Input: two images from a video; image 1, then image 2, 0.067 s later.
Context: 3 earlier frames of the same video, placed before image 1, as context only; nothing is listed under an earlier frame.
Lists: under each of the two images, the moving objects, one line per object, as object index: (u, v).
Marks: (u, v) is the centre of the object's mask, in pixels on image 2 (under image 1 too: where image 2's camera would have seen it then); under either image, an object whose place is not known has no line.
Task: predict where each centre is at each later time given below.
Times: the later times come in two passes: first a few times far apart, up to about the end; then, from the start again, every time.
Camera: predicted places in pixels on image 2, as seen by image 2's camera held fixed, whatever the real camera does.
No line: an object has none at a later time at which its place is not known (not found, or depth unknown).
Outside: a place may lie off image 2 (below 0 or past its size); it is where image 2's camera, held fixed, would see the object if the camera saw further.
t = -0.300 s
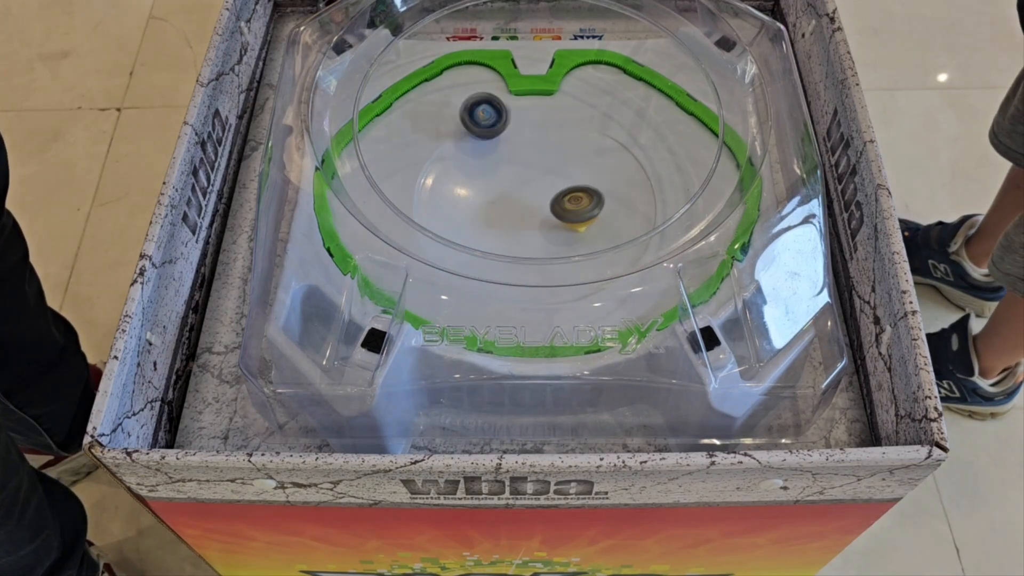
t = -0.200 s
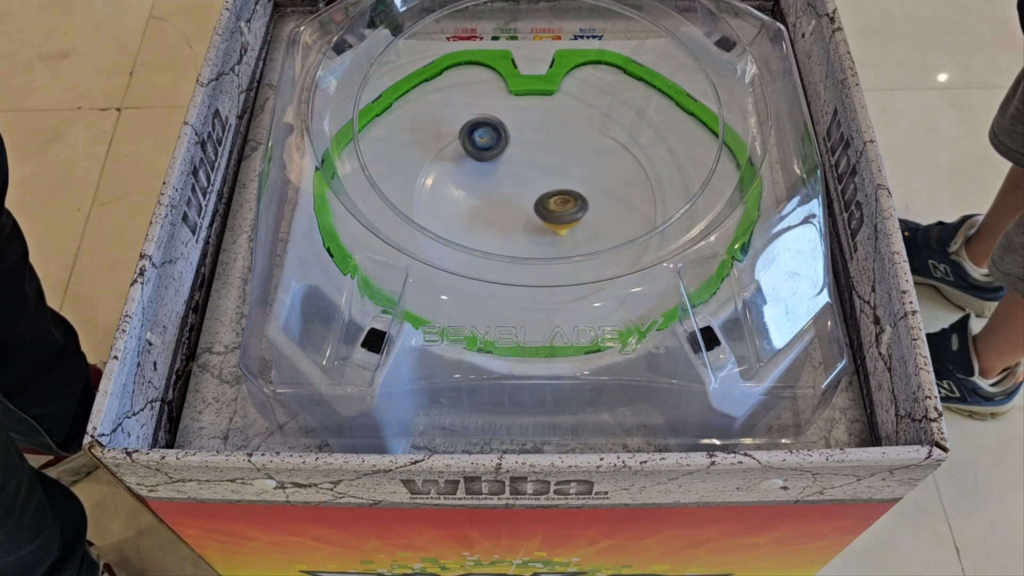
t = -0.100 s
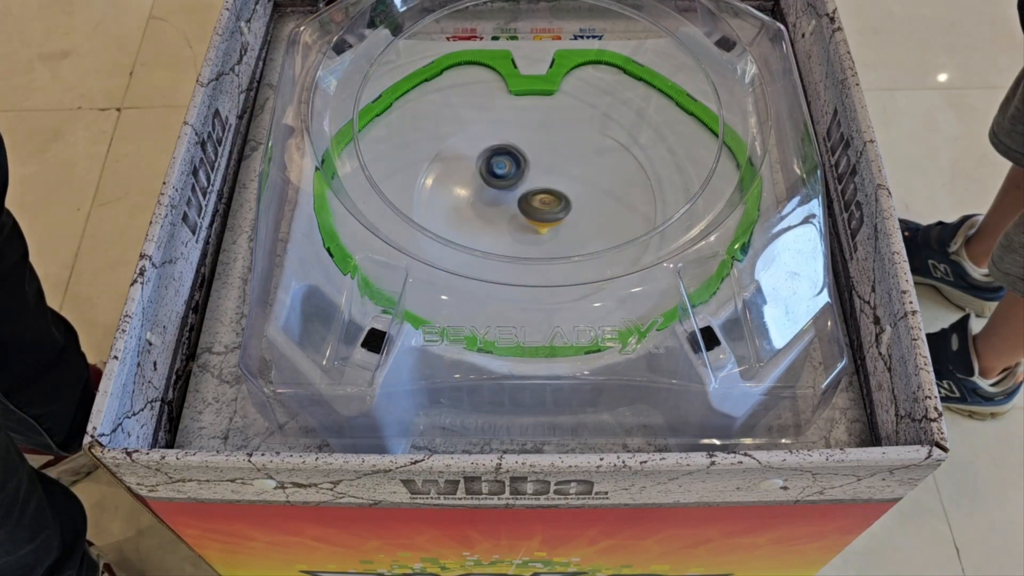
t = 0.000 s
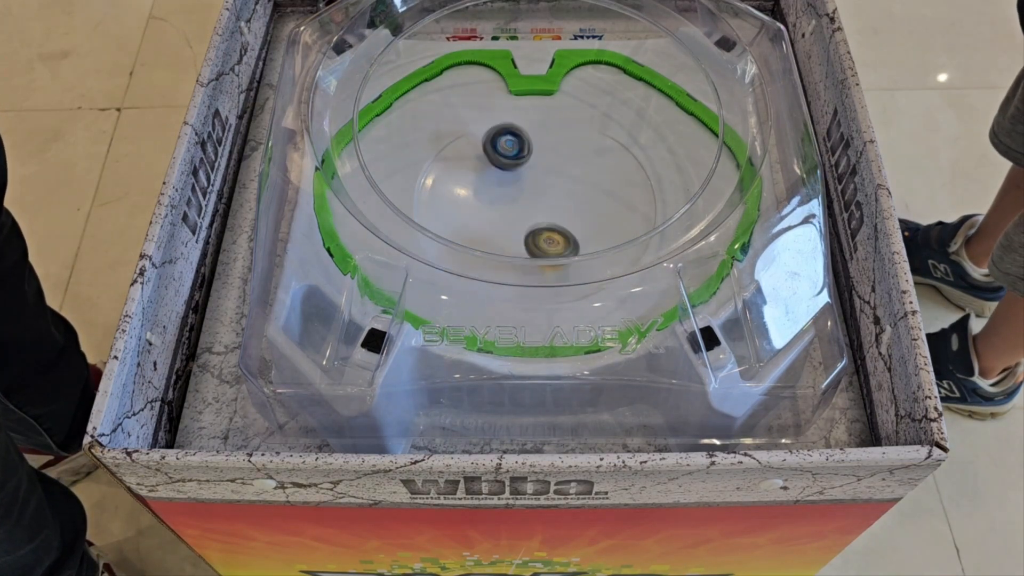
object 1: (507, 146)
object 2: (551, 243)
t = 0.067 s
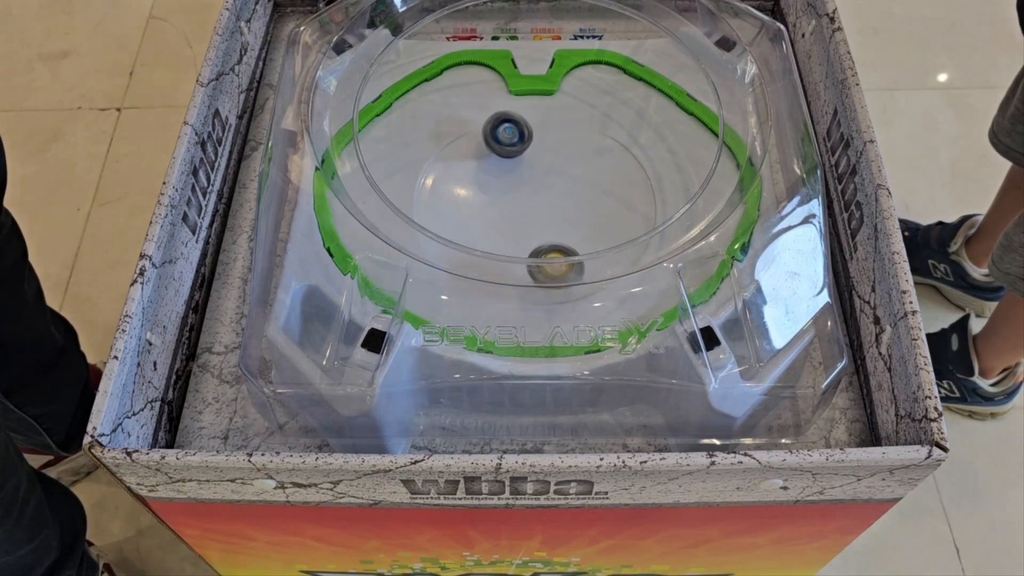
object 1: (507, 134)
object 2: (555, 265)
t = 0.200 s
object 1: (508, 127)
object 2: (555, 267)
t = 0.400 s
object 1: (532, 156)
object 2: (571, 247)
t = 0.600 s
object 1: (557, 189)
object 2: (591, 228)
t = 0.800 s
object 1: (543, 199)
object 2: (612, 222)
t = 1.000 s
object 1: (539, 215)
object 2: (620, 208)
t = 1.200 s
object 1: (538, 207)
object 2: (609, 192)
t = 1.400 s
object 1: (522, 194)
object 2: (588, 173)
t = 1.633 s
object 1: (516, 189)
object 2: (563, 150)
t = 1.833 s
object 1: (522, 188)
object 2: (546, 136)
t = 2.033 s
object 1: (538, 190)
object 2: (531, 134)
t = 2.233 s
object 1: (551, 188)
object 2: (519, 146)
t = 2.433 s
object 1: (555, 196)
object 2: (502, 159)
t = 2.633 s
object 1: (552, 206)
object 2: (485, 171)
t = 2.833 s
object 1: (542, 205)
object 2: (478, 184)
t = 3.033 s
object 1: (531, 200)
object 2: (475, 194)
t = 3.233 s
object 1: (533, 192)
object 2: (480, 200)
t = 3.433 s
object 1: (545, 184)
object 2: (490, 206)
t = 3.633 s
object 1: (547, 180)
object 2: (509, 211)
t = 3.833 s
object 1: (553, 178)
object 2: (514, 226)
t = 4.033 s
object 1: (547, 189)
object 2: (524, 232)
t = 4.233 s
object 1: (568, 145)
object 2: (491, 265)
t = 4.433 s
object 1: (609, 95)
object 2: (460, 278)
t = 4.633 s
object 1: (617, 100)
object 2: (455, 255)
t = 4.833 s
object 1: (608, 102)
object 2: (497, 236)
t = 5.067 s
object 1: (609, 102)
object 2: (551, 230)
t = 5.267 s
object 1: (614, 102)
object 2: (570, 237)
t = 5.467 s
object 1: (610, 102)
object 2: (562, 241)
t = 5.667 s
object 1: (606, 103)
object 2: (551, 229)
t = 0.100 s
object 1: (506, 130)
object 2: (554, 268)
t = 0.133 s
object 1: (507, 127)
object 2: (552, 272)
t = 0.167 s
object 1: (507, 126)
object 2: (553, 268)
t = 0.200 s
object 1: (508, 127)
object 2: (555, 267)
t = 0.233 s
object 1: (510, 130)
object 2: (558, 265)
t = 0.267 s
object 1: (512, 133)
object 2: (562, 264)
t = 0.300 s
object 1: (516, 139)
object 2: (565, 258)
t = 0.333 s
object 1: (521, 144)
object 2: (567, 257)
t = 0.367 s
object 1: (526, 150)
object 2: (569, 252)
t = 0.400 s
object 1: (532, 156)
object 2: (571, 247)
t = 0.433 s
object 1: (538, 163)
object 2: (573, 241)
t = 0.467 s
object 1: (543, 169)
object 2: (576, 238)
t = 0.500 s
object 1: (548, 175)
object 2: (579, 235)
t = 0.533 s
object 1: (553, 182)
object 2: (582, 231)
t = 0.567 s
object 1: (557, 188)
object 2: (585, 226)
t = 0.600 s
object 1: (557, 189)
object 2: (591, 228)
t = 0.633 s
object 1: (556, 187)
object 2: (596, 230)
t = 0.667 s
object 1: (555, 187)
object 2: (599, 230)
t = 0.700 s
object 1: (552, 189)
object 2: (601, 228)
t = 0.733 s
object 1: (549, 191)
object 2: (605, 226)
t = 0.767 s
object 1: (546, 195)
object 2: (609, 224)
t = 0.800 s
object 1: (543, 199)
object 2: (612, 222)
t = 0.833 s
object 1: (541, 203)
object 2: (615, 220)
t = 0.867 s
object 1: (538, 207)
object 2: (617, 217)
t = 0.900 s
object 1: (538, 210)
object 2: (619, 215)
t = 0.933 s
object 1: (538, 212)
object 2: (620, 213)
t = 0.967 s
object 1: (538, 214)
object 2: (620, 210)
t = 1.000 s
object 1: (539, 215)
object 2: (620, 208)
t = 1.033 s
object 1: (540, 215)
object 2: (619, 205)
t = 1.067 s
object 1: (540, 215)
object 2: (618, 203)
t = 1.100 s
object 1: (540, 214)
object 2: (616, 200)
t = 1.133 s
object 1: (540, 212)
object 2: (614, 197)
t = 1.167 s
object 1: (540, 210)
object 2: (611, 194)
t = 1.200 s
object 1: (538, 207)
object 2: (609, 192)
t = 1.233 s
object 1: (536, 204)
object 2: (605, 188)
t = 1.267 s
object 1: (532, 201)
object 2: (602, 185)
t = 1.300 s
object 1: (528, 199)
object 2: (599, 183)
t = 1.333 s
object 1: (526, 198)
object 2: (595, 179)
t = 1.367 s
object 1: (524, 195)
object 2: (591, 176)
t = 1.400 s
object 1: (522, 194)
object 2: (588, 173)
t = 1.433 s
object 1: (521, 193)
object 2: (584, 170)
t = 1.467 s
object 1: (519, 192)
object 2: (580, 167)
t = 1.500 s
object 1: (517, 191)
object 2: (577, 163)
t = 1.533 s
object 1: (517, 190)
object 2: (573, 160)
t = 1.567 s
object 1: (515, 189)
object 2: (570, 157)
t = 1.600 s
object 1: (516, 189)
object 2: (567, 153)
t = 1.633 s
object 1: (516, 189)
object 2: (563, 150)
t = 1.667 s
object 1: (517, 187)
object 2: (560, 147)
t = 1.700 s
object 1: (518, 187)
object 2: (557, 145)
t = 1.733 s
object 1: (518, 187)
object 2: (554, 142)
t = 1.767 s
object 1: (520, 187)
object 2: (551, 140)
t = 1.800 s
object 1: (521, 187)
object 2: (549, 138)
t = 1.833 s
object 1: (522, 188)
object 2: (546, 136)
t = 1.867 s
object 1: (525, 189)
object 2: (543, 135)
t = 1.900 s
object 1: (527, 189)
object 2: (541, 134)
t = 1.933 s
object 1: (529, 189)
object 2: (538, 133)
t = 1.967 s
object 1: (533, 189)
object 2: (536, 133)
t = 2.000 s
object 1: (536, 190)
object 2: (533, 133)
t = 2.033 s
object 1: (538, 190)
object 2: (531, 134)
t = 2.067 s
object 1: (542, 190)
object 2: (529, 135)
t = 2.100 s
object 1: (545, 190)
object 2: (527, 137)
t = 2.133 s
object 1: (547, 189)
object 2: (525, 139)
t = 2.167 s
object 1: (549, 189)
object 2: (523, 141)
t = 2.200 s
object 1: (551, 189)
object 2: (521, 144)
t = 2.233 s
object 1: (551, 188)
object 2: (519, 146)
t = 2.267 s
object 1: (552, 188)
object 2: (517, 149)
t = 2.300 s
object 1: (551, 187)
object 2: (515, 153)
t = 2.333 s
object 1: (552, 187)
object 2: (512, 155)
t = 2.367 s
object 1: (553, 191)
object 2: (507, 155)
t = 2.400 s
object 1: (553, 194)
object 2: (504, 156)
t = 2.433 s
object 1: (555, 196)
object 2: (502, 159)
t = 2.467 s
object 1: (555, 198)
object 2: (498, 161)
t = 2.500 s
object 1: (555, 200)
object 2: (495, 163)
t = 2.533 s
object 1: (555, 202)
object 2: (492, 165)
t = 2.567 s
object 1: (555, 204)
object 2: (489, 167)
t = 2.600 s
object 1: (555, 205)
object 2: (487, 169)
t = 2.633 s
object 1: (552, 206)
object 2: (485, 171)
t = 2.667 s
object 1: (552, 206)
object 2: (483, 173)
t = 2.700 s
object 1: (550, 207)
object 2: (481, 175)
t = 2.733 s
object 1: (547, 207)
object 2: (480, 177)
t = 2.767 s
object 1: (545, 207)
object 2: (479, 179)
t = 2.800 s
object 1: (544, 206)
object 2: (478, 182)
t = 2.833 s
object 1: (542, 205)
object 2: (478, 184)
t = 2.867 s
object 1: (539, 203)
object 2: (478, 186)
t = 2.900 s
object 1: (535, 201)
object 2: (478, 189)
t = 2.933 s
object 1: (532, 200)
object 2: (477, 190)
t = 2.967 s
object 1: (532, 200)
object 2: (476, 191)
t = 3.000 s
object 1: (531, 200)
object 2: (476, 193)
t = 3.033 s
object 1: (531, 200)
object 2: (475, 194)
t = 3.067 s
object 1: (533, 199)
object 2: (475, 195)
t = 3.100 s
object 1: (534, 198)
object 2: (475, 196)
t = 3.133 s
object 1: (534, 197)
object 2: (476, 197)
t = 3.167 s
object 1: (534, 195)
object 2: (476, 198)
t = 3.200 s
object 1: (534, 193)
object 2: (478, 199)
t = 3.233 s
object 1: (533, 192)
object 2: (480, 200)
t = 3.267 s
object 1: (534, 191)
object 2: (480, 201)
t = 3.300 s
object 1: (538, 189)
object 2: (481, 201)
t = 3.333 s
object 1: (541, 188)
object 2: (484, 203)
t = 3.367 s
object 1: (542, 187)
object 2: (485, 205)
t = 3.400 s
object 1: (543, 185)
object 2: (487, 205)
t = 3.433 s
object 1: (545, 184)
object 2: (490, 206)
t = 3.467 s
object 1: (547, 183)
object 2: (492, 207)
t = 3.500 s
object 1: (548, 182)
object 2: (495, 208)
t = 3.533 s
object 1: (548, 181)
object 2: (498, 208)
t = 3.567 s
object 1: (548, 181)
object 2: (502, 210)
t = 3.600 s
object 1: (548, 181)
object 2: (505, 210)
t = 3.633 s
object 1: (547, 180)
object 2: (509, 211)
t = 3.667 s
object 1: (547, 179)
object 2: (510, 214)
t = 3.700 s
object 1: (550, 178)
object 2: (508, 218)
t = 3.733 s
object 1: (552, 178)
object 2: (508, 220)
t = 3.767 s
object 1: (552, 178)
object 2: (511, 221)
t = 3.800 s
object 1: (552, 177)
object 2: (513, 224)
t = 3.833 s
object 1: (553, 178)
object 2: (514, 226)
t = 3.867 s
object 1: (554, 179)
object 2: (516, 227)
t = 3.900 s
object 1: (553, 181)
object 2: (518, 229)
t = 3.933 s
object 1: (552, 182)
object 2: (519, 230)
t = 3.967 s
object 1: (551, 184)
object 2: (521, 231)
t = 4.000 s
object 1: (549, 186)
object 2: (522, 232)
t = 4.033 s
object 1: (547, 189)
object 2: (524, 232)
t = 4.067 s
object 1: (544, 191)
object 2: (525, 232)
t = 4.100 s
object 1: (542, 192)
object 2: (527, 232)
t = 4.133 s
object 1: (541, 192)
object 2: (528, 232)
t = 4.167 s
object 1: (542, 189)
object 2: (521, 237)
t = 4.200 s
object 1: (555, 170)
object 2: (504, 255)
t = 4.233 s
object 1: (568, 145)
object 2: (491, 265)
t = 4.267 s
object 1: (580, 130)
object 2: (481, 276)
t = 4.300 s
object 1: (588, 117)
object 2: (476, 279)
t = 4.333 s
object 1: (594, 107)
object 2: (470, 280)
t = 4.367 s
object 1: (599, 101)
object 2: (467, 280)
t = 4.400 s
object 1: (605, 97)
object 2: (463, 280)
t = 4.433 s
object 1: (609, 95)
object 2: (460, 278)
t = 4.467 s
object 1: (612, 94)
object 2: (456, 276)
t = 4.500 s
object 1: (614, 94)
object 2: (453, 274)
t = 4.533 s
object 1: (617, 96)
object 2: (453, 270)
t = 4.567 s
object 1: (617, 98)
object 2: (452, 267)
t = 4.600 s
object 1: (617, 100)
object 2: (452, 265)
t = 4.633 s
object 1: (617, 100)
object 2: (455, 255)
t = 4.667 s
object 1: (615, 100)
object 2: (458, 253)
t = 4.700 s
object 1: (613, 101)
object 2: (462, 253)
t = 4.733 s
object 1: (612, 101)
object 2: (470, 249)
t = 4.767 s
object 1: (611, 101)
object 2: (478, 246)
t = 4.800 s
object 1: (609, 102)
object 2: (487, 242)
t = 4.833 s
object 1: (608, 102)
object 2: (497, 236)
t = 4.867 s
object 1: (607, 102)
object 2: (505, 235)
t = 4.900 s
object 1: (606, 102)
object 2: (514, 234)
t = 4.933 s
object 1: (606, 102)
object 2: (523, 233)
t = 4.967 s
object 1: (606, 102)
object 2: (531, 232)
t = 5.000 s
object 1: (607, 102)
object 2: (539, 231)
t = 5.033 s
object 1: (607, 102)
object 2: (545, 230)
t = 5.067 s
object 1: (609, 102)
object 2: (551, 230)
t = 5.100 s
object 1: (610, 102)
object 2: (555, 231)
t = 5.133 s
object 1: (611, 102)
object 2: (559, 231)
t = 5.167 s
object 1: (611, 102)
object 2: (562, 232)
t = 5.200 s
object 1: (612, 102)
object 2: (566, 234)
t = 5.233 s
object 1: (613, 102)
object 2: (568, 235)
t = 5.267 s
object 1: (614, 102)
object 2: (570, 237)
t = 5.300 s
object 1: (614, 102)
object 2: (570, 238)
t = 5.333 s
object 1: (614, 102)
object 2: (569, 239)
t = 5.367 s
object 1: (613, 102)
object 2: (568, 241)
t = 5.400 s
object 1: (612, 102)
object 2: (567, 241)
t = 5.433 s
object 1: (611, 102)
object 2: (565, 241)
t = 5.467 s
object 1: (610, 102)
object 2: (562, 241)
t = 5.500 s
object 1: (610, 102)
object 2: (560, 241)
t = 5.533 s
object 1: (610, 102)
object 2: (557, 240)
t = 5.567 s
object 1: (609, 103)
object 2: (555, 238)
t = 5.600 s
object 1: (608, 103)
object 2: (553, 236)
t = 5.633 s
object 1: (607, 102)
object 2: (551, 233)
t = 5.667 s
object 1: (606, 103)
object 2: (551, 229)
